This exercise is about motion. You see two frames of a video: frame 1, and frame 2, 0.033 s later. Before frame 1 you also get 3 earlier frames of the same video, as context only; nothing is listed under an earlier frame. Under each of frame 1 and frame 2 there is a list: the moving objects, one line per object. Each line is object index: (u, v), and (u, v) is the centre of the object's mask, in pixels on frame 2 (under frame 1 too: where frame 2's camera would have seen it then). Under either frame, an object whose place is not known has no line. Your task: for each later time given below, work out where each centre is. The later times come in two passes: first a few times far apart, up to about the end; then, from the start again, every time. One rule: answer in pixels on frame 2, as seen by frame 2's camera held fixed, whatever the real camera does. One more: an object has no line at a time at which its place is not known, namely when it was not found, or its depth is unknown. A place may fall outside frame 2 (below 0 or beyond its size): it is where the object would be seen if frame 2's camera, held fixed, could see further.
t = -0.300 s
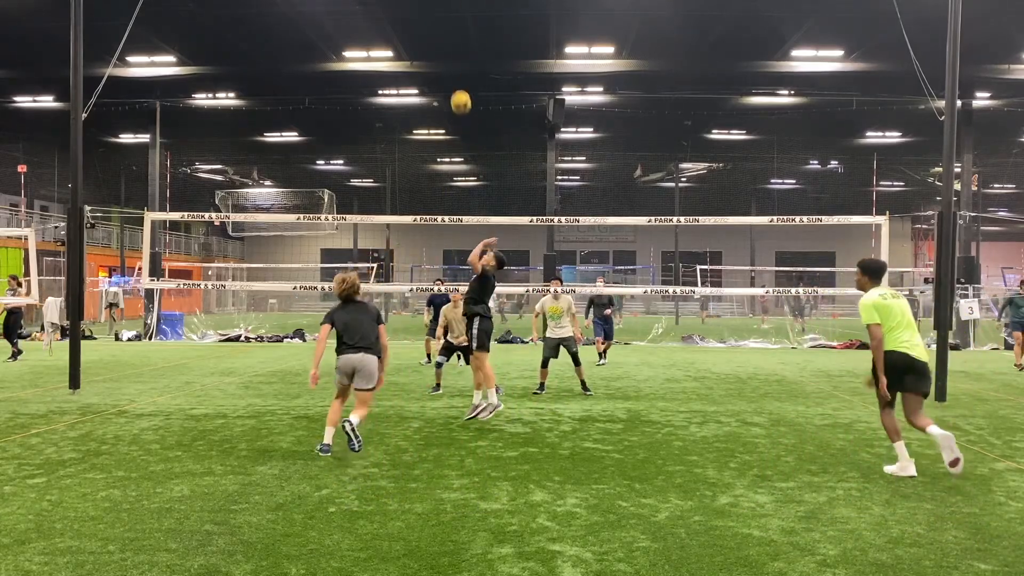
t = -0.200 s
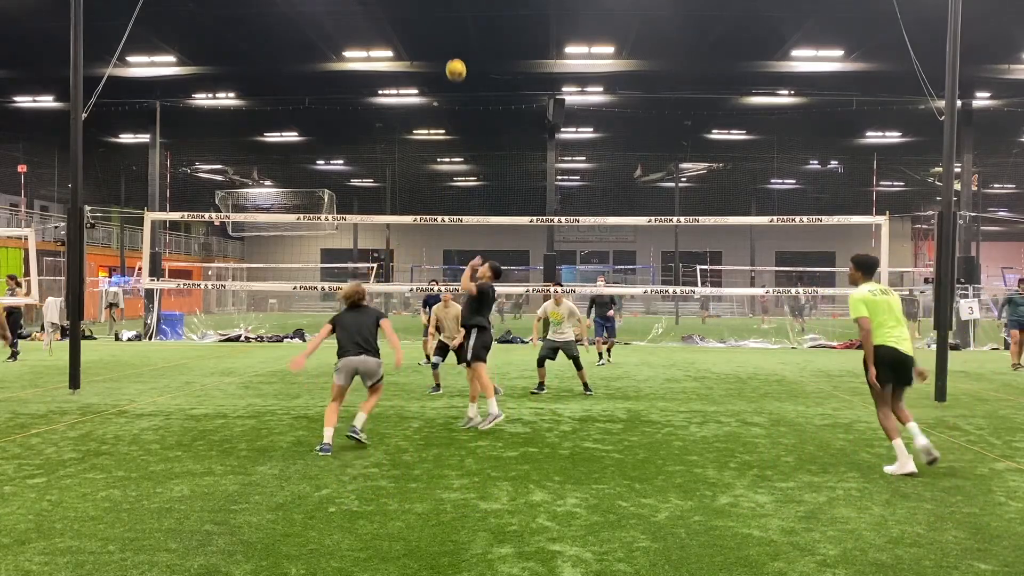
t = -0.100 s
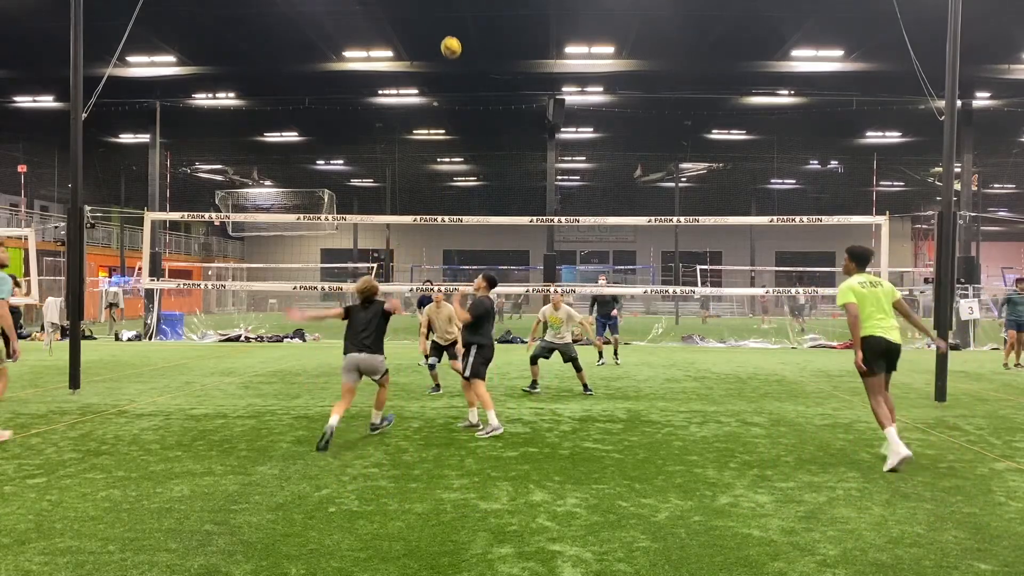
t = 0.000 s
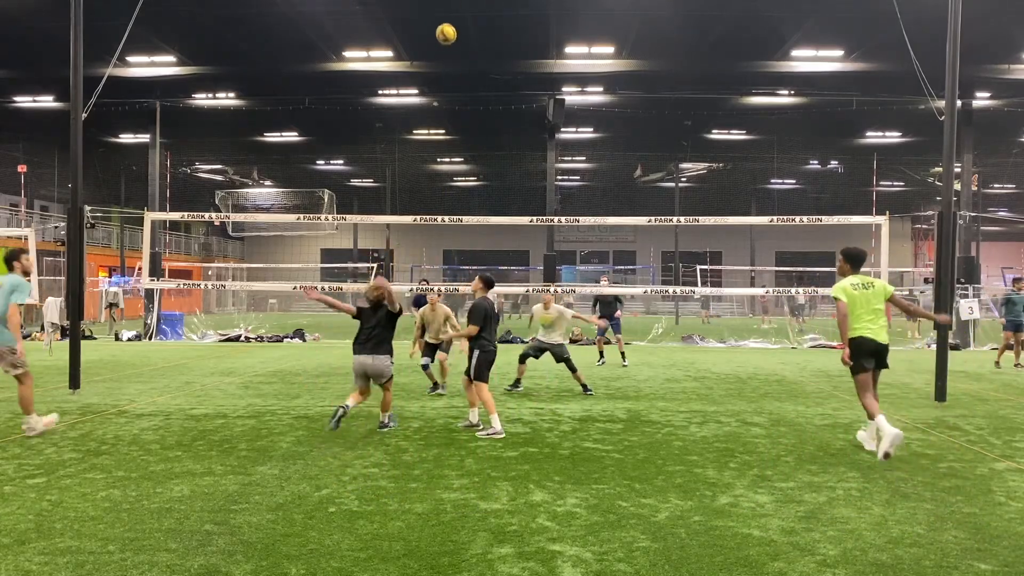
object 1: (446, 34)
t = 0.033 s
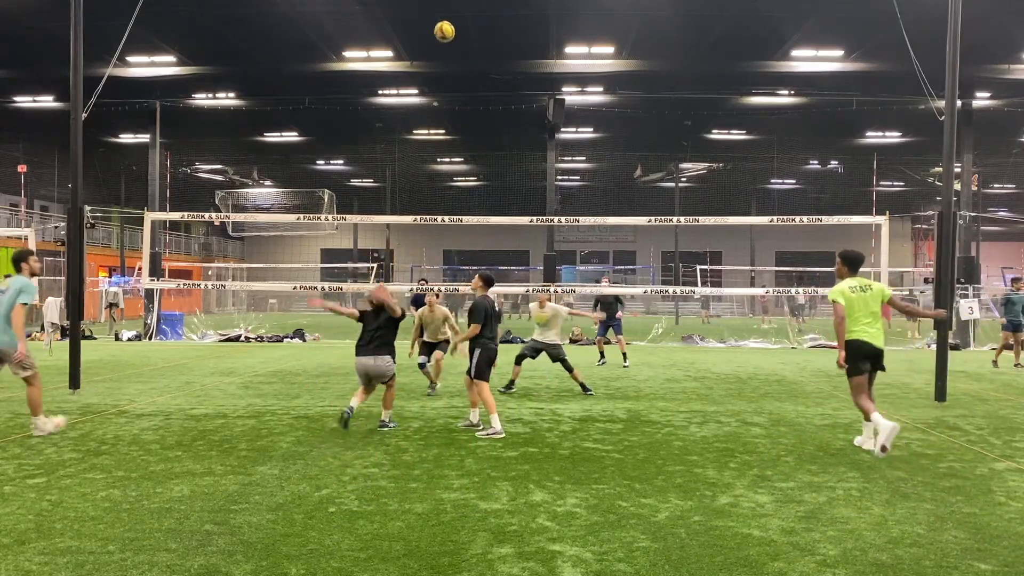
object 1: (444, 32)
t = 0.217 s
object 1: (436, 36)
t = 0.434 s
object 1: (426, 79)
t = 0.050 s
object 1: (444, 31)
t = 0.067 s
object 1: (443, 30)
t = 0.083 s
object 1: (442, 30)
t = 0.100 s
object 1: (441, 30)
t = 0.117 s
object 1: (440, 30)
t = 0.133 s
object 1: (440, 30)
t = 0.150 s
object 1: (439, 31)
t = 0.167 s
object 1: (438, 32)
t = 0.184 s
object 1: (437, 33)
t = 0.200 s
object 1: (436, 34)
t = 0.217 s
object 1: (436, 36)
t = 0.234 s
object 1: (435, 37)
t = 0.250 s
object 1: (434, 40)
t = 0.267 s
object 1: (433, 42)
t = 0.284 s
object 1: (433, 45)
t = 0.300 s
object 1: (432, 47)
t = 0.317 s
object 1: (431, 50)
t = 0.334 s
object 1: (430, 53)
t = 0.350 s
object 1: (430, 57)
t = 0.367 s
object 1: (429, 61)
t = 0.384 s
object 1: (428, 65)
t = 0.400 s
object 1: (427, 69)
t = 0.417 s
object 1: (426, 74)
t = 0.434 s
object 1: (426, 79)
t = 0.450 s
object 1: (425, 83)
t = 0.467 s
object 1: (425, 88)
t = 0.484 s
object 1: (425, 93)
